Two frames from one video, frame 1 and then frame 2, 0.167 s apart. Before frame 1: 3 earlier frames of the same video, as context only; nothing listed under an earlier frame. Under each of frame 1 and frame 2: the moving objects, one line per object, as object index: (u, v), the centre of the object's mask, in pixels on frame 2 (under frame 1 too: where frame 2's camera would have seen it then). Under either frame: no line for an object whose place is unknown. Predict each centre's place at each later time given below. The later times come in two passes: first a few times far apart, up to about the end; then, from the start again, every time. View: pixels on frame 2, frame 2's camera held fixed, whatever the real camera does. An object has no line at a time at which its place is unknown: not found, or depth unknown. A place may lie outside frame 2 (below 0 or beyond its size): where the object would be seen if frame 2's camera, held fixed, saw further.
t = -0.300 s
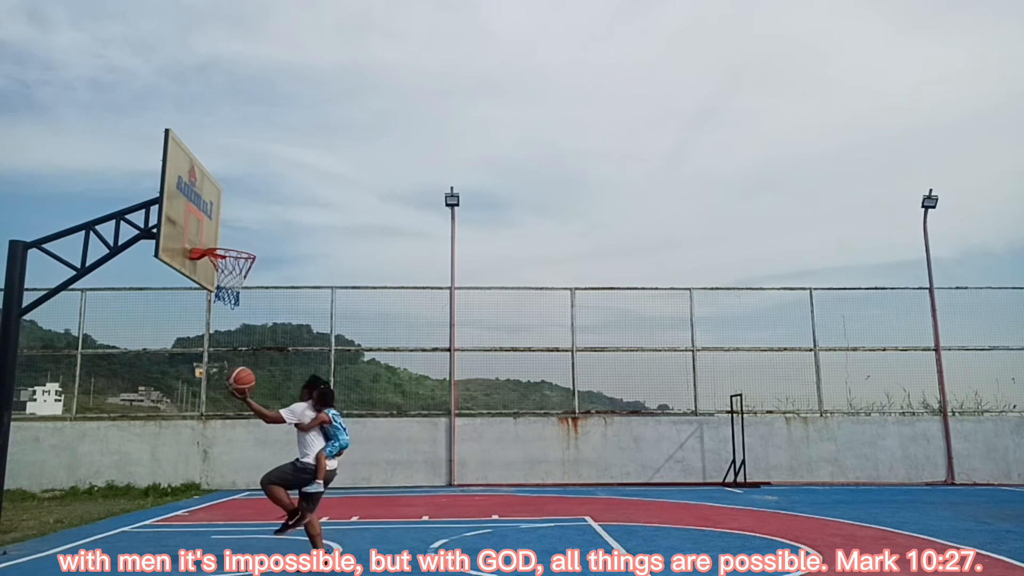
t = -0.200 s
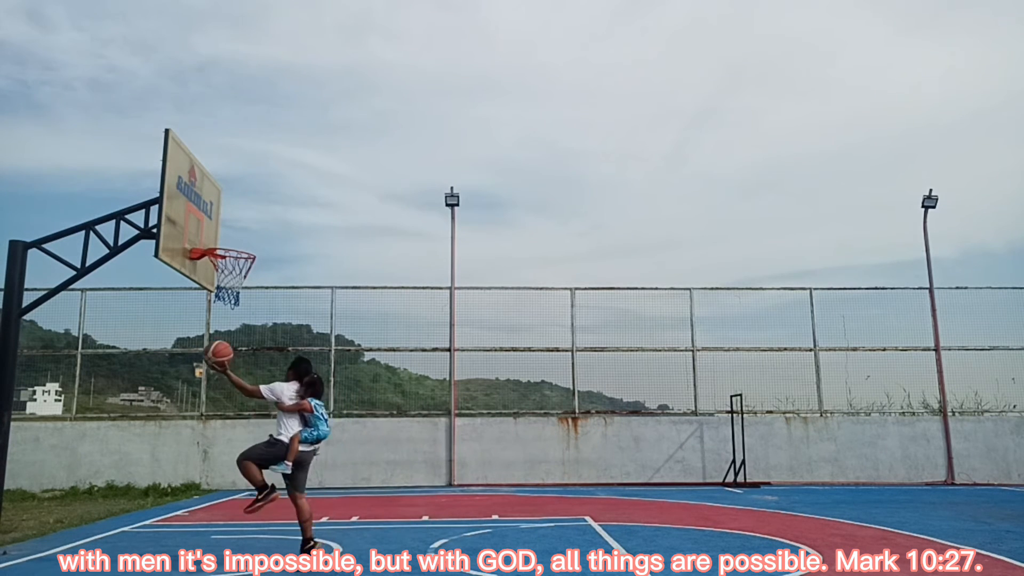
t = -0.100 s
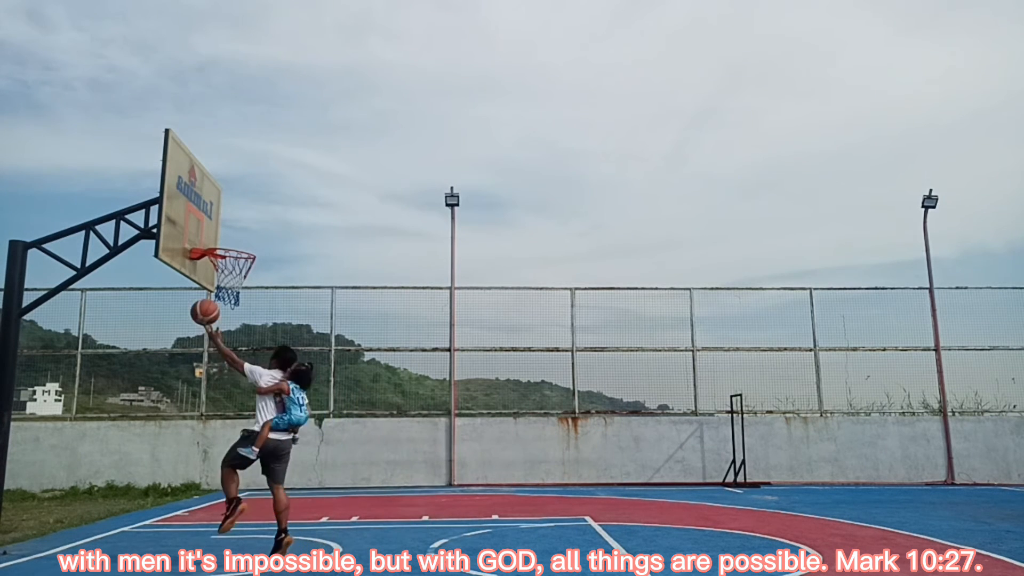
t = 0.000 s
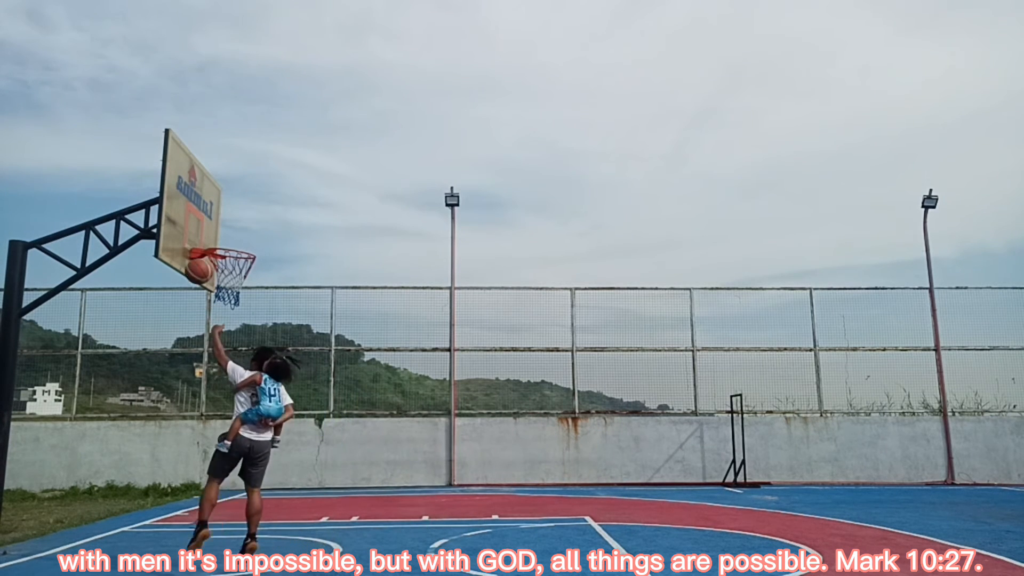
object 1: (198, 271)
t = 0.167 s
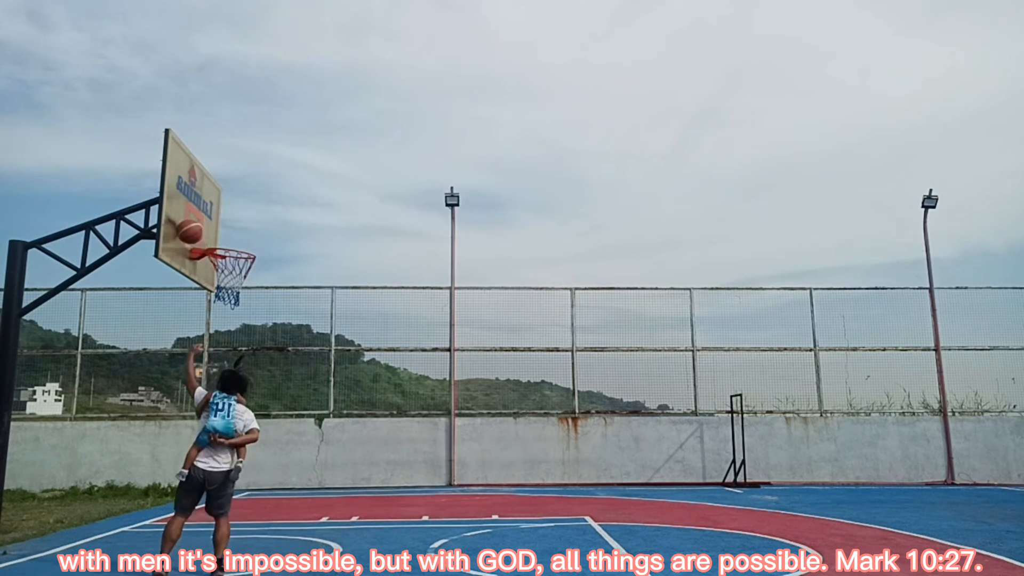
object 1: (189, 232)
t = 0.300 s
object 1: (211, 225)
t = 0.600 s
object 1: (234, 261)
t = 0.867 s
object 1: (217, 305)
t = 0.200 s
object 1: (195, 228)
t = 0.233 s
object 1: (200, 226)
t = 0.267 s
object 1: (205, 225)
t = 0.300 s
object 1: (211, 225)
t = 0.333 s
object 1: (216, 226)
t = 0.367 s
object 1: (221, 228)
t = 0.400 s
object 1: (226, 231)
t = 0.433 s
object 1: (230, 235)
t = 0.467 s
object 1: (235, 240)
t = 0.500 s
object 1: (240, 247)
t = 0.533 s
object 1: (239, 251)
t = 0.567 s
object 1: (237, 256)
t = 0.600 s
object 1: (234, 261)
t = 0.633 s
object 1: (231, 268)
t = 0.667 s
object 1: (228, 274)
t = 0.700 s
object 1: (226, 281)
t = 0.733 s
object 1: (224, 286)
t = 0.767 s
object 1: (222, 289)
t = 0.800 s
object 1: (221, 293)
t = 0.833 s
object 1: (219, 298)
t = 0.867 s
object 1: (217, 305)
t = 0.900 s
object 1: (216, 312)
